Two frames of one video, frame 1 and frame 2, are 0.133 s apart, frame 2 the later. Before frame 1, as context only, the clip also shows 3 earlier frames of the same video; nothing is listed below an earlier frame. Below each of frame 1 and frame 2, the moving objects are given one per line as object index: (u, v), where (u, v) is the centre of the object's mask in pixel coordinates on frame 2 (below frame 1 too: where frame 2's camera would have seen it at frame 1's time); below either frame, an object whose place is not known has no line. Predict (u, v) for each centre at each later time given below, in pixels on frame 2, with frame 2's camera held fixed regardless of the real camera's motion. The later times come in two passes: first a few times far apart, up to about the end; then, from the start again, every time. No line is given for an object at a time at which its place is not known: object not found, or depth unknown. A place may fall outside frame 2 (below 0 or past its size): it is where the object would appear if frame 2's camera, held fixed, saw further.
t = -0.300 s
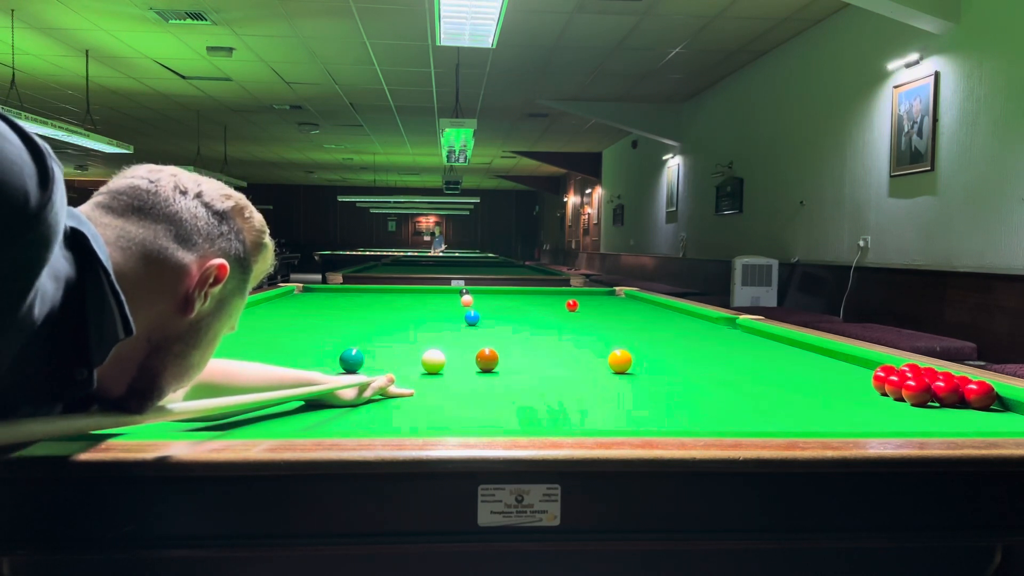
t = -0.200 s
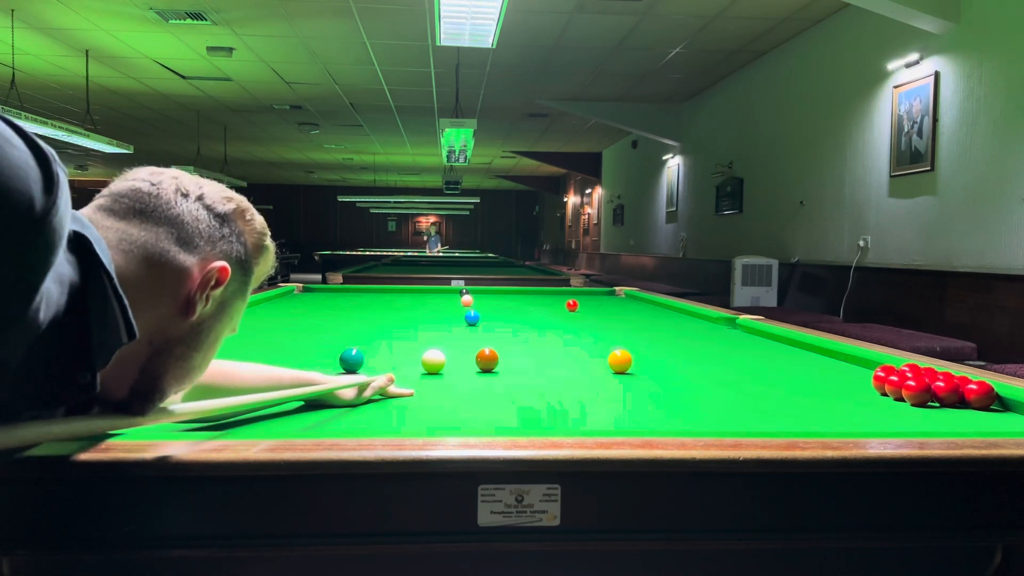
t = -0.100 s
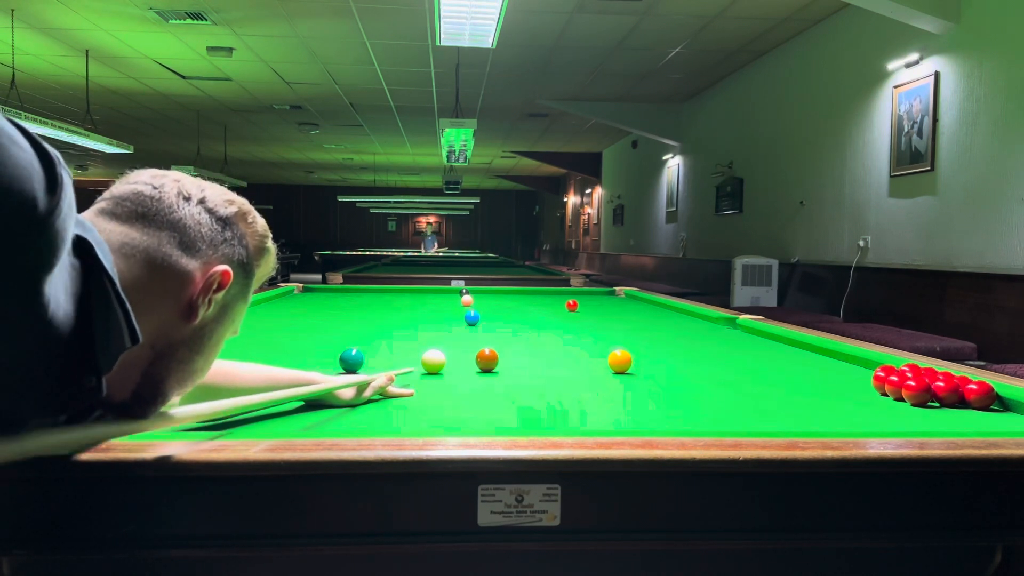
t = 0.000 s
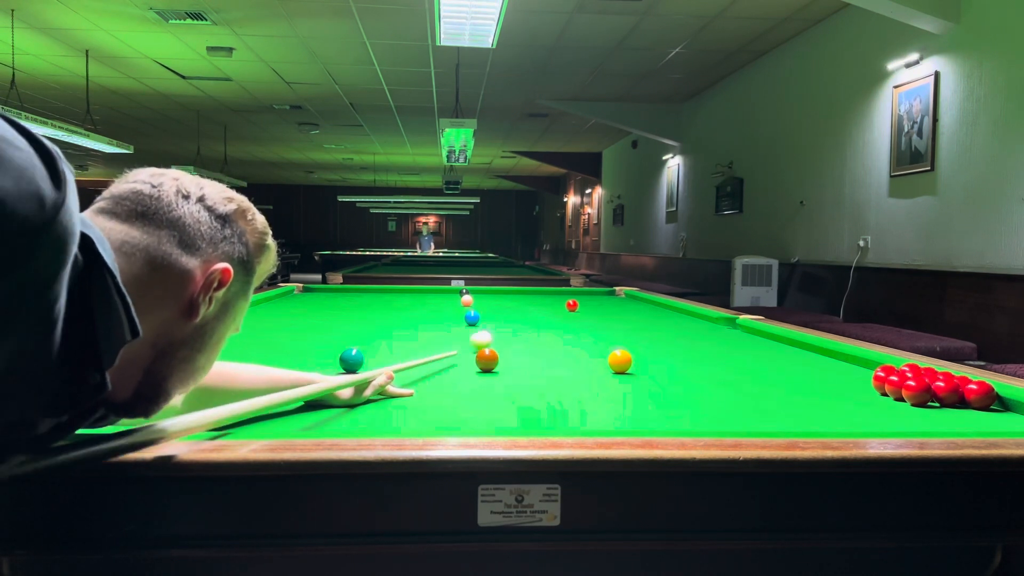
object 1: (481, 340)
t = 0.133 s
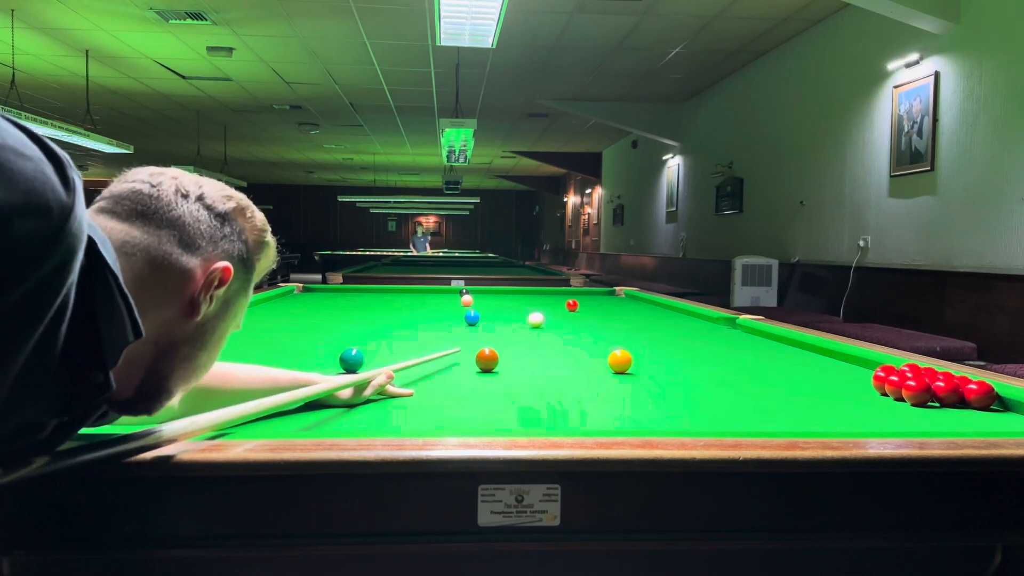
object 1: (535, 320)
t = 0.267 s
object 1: (567, 307)
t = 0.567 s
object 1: (568, 305)
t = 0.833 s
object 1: (568, 304)
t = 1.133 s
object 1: (567, 303)
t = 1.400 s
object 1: (566, 302)
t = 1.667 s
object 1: (566, 302)
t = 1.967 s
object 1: (565, 301)
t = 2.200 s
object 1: (565, 301)
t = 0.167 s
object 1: (545, 316)
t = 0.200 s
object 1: (553, 313)
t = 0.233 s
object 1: (560, 310)
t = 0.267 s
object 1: (567, 307)
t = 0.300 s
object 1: (569, 306)
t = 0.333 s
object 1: (569, 306)
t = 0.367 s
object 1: (569, 306)
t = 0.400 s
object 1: (569, 306)
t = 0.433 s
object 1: (569, 306)
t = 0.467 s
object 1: (569, 305)
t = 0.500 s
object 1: (568, 305)
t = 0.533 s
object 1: (568, 305)
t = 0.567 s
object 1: (568, 305)
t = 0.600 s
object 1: (568, 305)
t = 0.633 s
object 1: (568, 305)
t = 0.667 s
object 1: (568, 305)
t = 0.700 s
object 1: (568, 305)
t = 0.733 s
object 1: (568, 304)
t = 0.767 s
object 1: (568, 304)
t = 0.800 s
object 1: (568, 304)
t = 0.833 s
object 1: (568, 304)
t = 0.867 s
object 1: (568, 304)
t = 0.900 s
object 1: (567, 304)
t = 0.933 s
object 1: (567, 304)
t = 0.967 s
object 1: (567, 304)
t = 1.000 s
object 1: (567, 303)
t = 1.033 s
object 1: (567, 303)
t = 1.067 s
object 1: (567, 303)
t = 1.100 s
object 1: (567, 303)
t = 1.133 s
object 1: (567, 303)
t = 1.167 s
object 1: (567, 303)
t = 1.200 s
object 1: (567, 303)
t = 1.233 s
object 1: (567, 303)
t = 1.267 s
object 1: (567, 303)
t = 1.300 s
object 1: (566, 303)
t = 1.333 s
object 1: (566, 302)
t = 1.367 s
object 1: (566, 302)
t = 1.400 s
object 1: (566, 302)
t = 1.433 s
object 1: (566, 302)
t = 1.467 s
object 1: (566, 302)
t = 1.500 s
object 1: (566, 302)
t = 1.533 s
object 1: (566, 302)
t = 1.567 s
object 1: (566, 302)
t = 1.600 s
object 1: (566, 302)
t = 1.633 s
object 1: (566, 302)
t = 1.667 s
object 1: (566, 302)
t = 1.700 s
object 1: (566, 302)
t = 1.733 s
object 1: (565, 302)
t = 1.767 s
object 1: (565, 301)
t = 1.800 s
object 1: (565, 301)
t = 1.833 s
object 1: (565, 301)
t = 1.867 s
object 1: (565, 301)
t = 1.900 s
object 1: (565, 301)
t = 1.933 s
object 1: (565, 301)
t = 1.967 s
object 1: (565, 301)
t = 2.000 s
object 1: (565, 301)
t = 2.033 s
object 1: (565, 301)
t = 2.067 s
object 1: (565, 301)
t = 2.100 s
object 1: (565, 301)
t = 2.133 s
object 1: (565, 301)
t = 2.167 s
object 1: (565, 301)
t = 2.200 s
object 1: (565, 301)
